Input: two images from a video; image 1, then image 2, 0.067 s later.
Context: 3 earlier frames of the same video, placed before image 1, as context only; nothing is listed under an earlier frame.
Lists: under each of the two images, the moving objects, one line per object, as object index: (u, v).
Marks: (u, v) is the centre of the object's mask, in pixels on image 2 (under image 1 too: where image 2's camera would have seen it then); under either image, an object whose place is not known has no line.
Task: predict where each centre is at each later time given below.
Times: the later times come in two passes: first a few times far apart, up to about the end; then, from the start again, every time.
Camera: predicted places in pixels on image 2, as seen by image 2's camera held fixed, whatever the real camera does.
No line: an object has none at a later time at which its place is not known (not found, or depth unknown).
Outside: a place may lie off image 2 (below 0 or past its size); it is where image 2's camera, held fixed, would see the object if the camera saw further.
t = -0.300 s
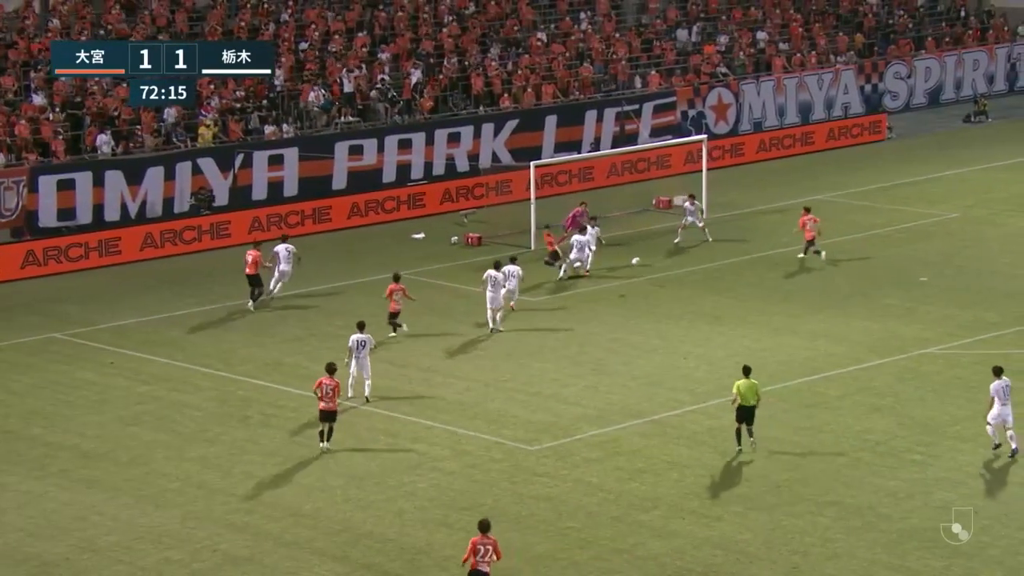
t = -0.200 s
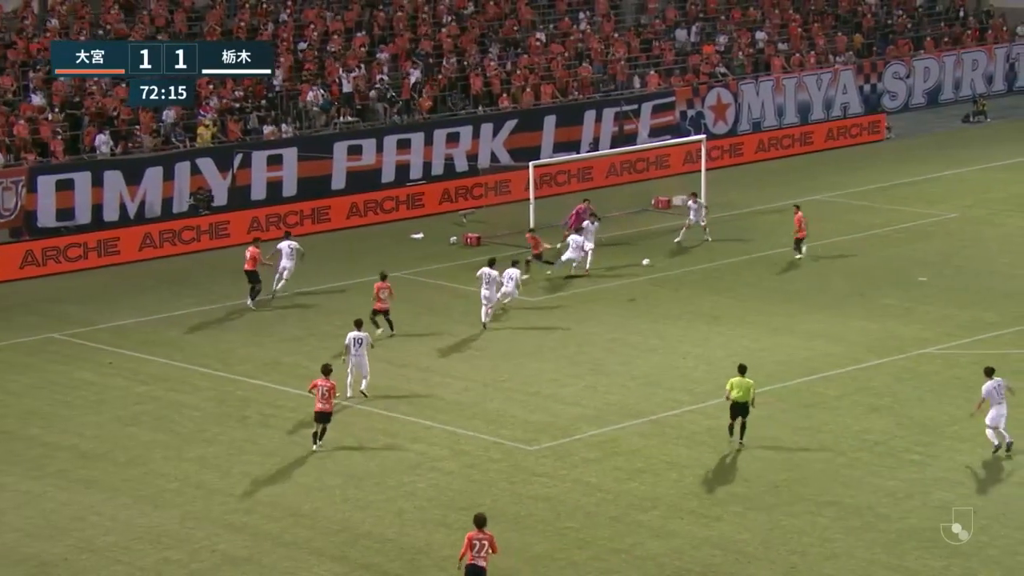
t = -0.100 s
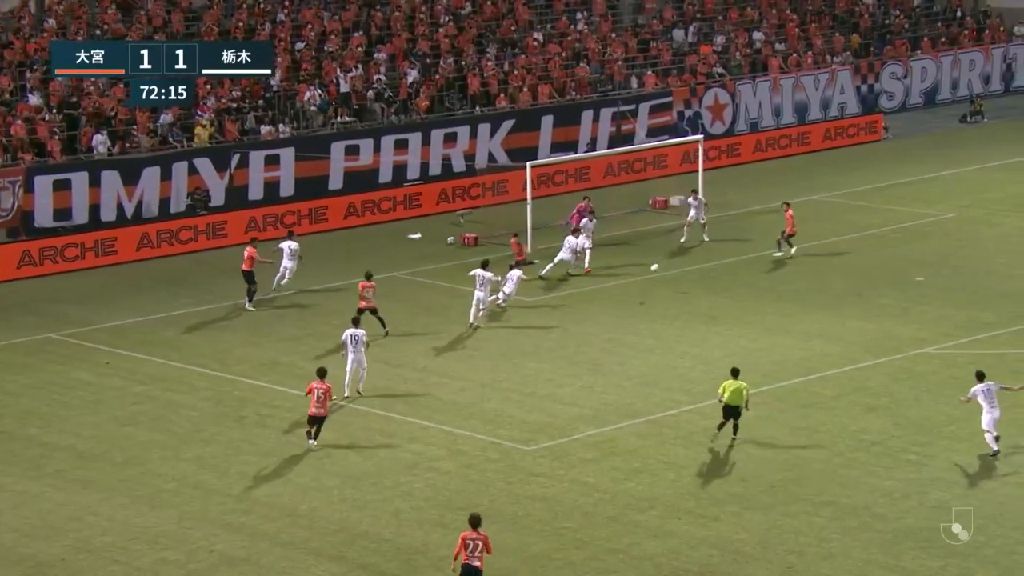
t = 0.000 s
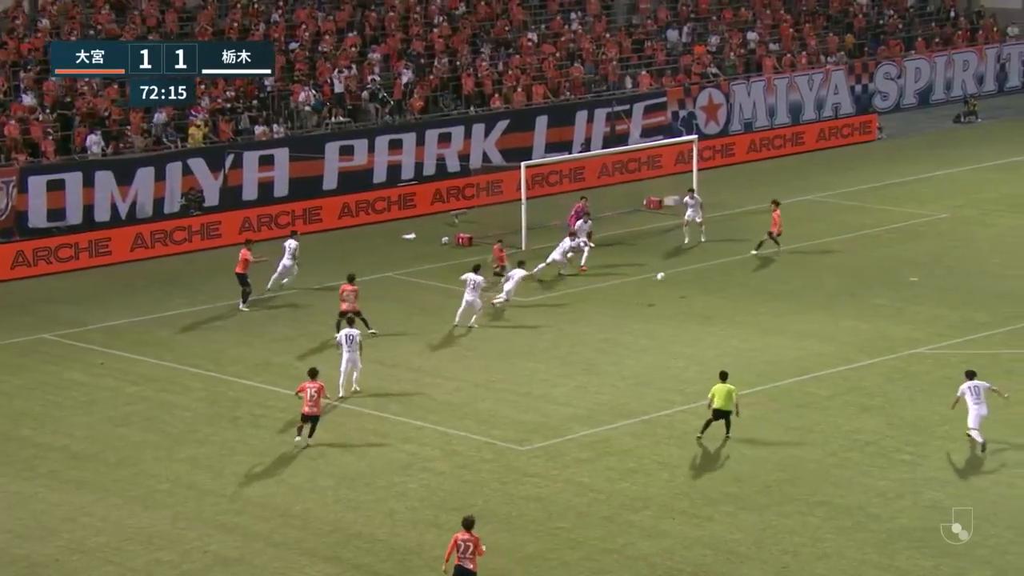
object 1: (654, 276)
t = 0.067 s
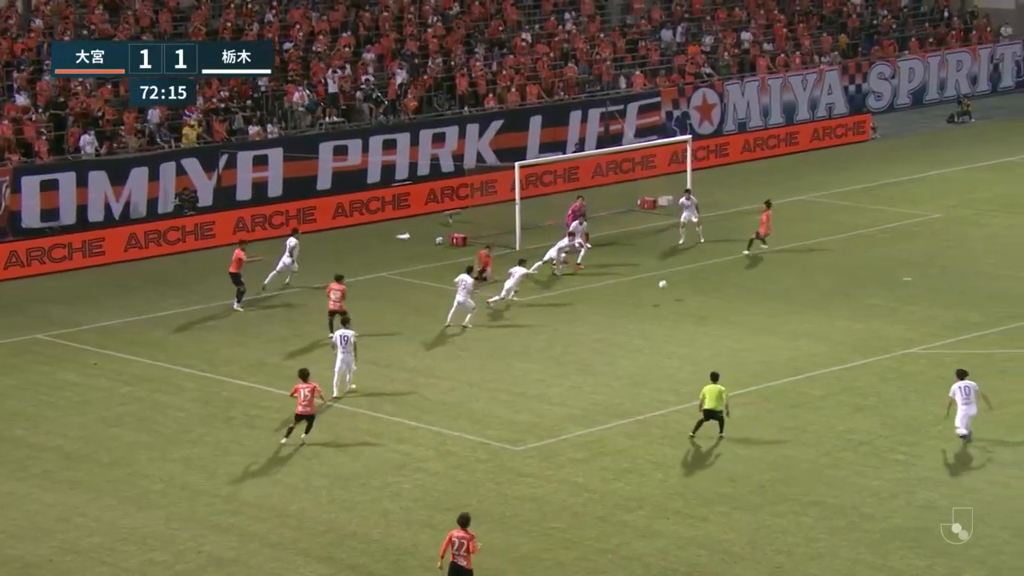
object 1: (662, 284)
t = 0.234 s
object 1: (679, 298)
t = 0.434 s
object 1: (691, 298)
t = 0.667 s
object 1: (707, 316)
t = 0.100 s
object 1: (666, 288)
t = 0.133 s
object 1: (670, 293)
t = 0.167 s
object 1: (674, 299)
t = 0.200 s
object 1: (677, 300)
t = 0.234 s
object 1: (679, 298)
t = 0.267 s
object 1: (680, 297)
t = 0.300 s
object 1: (683, 296)
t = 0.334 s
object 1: (685, 296)
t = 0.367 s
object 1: (687, 296)
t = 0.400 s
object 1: (689, 297)
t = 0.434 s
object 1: (691, 298)
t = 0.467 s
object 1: (694, 299)
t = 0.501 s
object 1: (696, 300)
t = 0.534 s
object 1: (698, 303)
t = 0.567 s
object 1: (700, 305)
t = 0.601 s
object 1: (702, 308)
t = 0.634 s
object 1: (705, 312)
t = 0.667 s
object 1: (707, 316)
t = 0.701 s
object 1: (708, 315)
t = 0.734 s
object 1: (709, 314)
